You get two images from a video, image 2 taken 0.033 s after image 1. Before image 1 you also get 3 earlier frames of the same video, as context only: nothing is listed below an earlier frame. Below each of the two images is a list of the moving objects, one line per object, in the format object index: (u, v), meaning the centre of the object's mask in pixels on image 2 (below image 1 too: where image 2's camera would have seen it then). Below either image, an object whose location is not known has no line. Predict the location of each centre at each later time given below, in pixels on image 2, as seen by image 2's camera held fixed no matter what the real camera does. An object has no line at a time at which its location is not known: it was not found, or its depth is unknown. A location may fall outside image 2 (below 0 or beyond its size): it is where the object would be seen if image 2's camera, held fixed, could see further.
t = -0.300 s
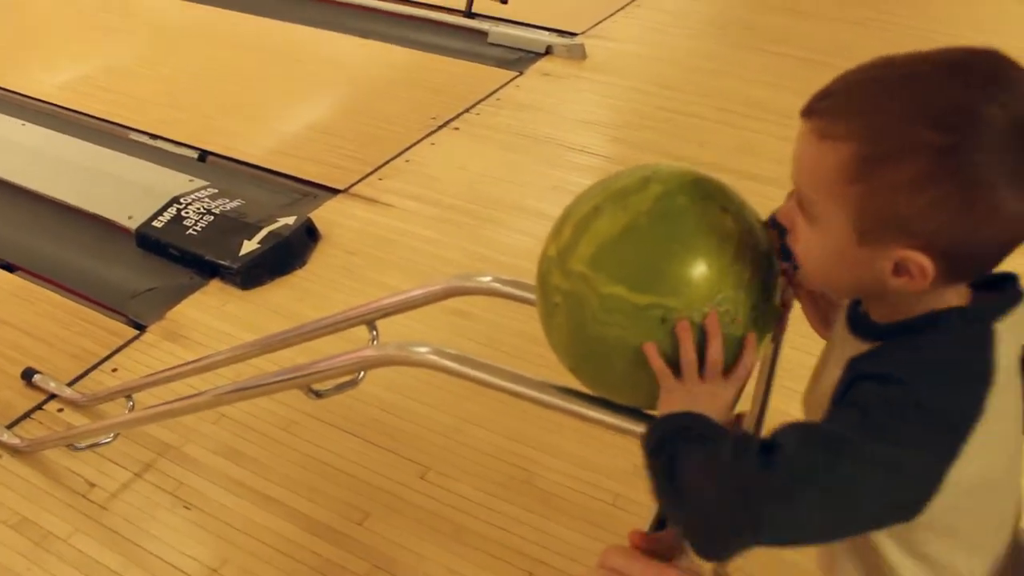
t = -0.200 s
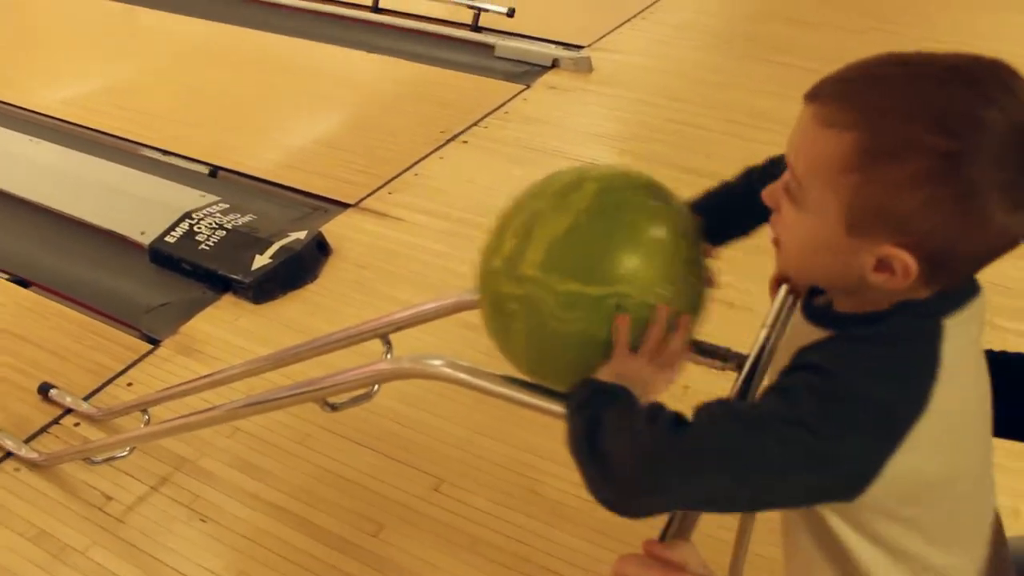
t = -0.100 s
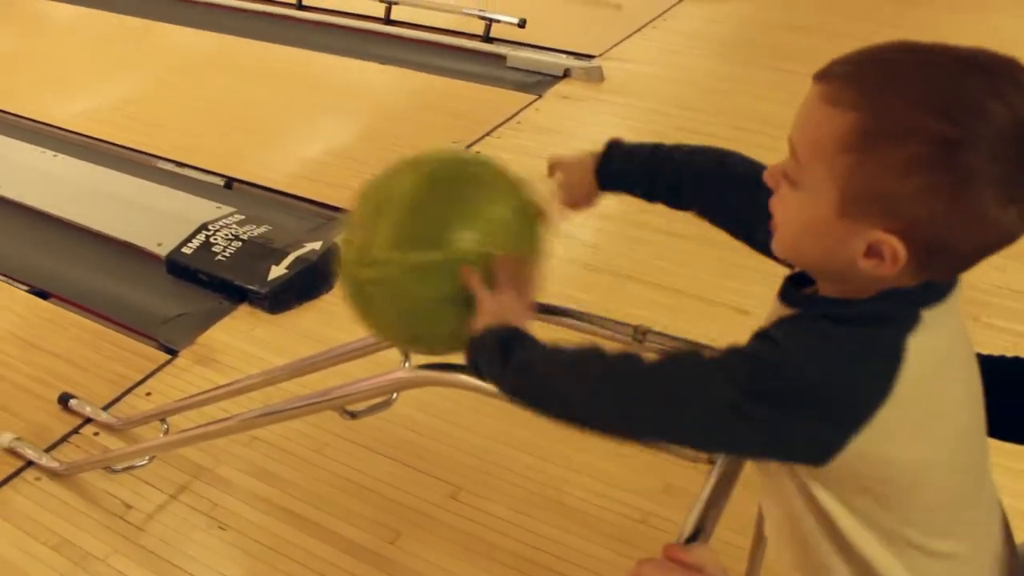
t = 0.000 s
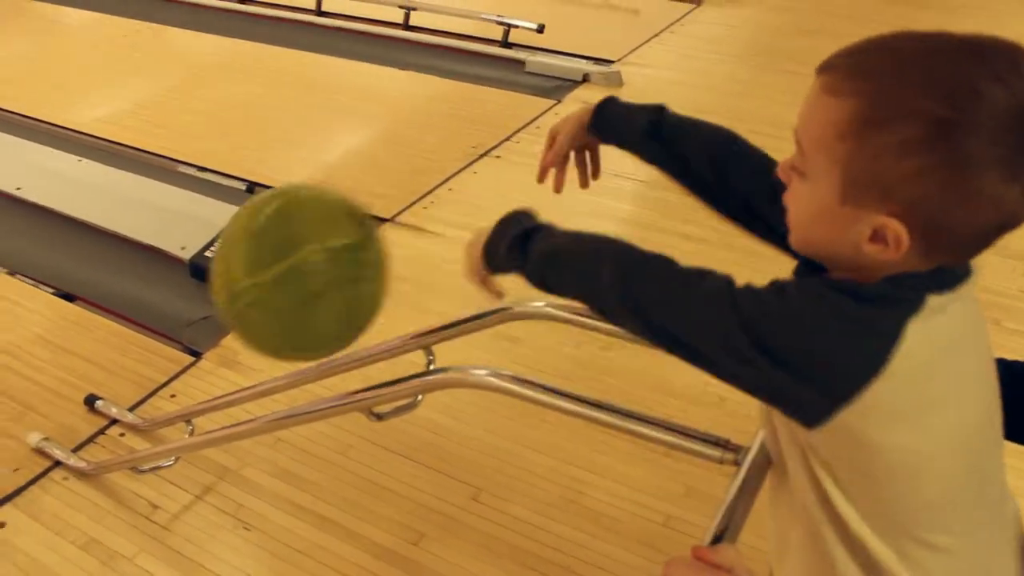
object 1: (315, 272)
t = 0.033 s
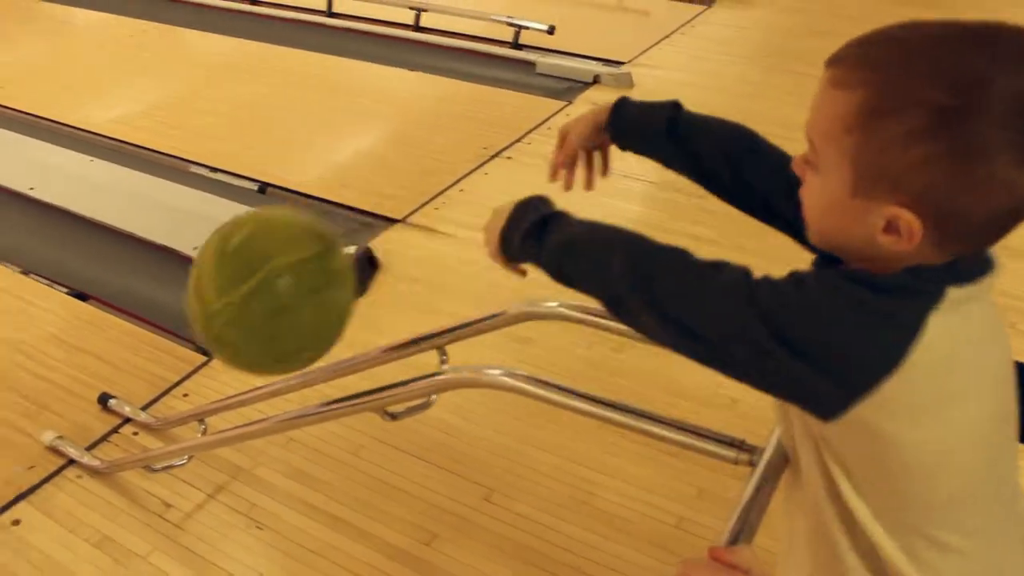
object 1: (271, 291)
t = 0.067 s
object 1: (232, 315)
